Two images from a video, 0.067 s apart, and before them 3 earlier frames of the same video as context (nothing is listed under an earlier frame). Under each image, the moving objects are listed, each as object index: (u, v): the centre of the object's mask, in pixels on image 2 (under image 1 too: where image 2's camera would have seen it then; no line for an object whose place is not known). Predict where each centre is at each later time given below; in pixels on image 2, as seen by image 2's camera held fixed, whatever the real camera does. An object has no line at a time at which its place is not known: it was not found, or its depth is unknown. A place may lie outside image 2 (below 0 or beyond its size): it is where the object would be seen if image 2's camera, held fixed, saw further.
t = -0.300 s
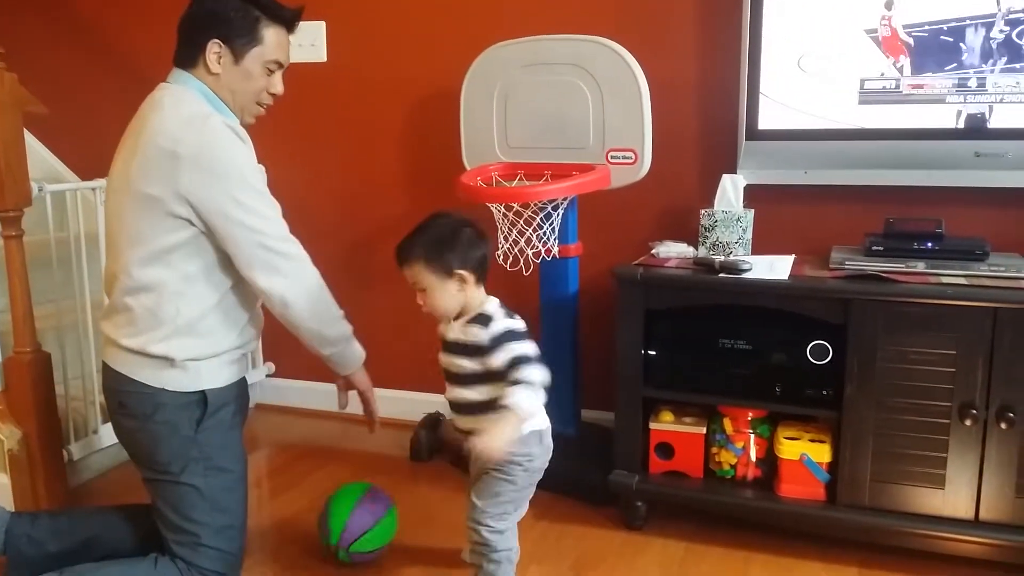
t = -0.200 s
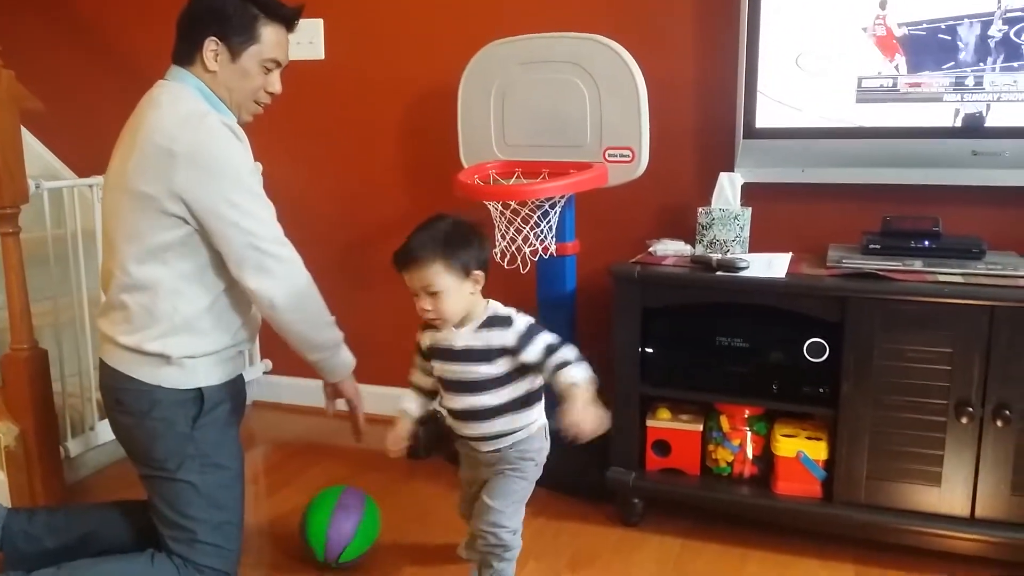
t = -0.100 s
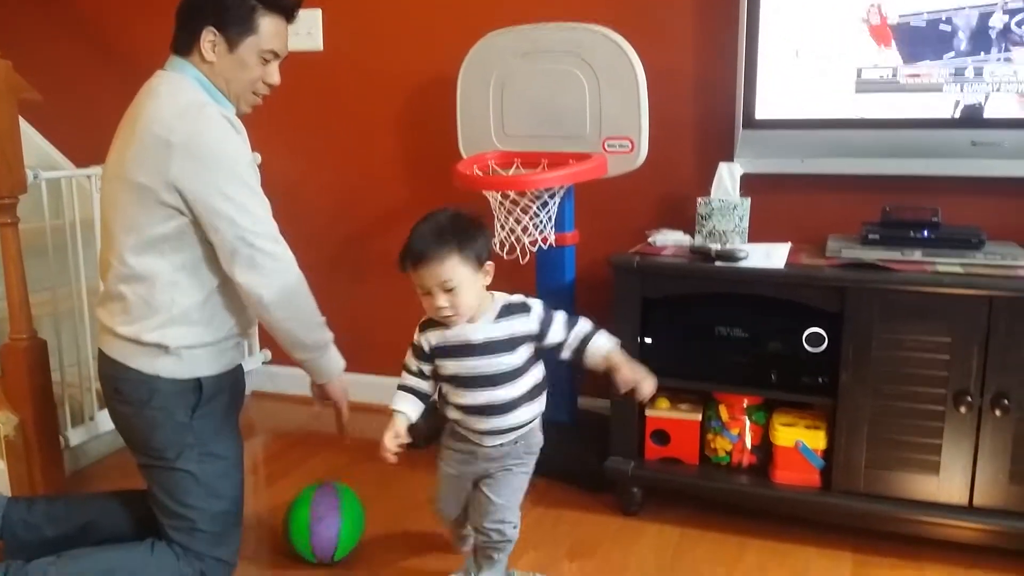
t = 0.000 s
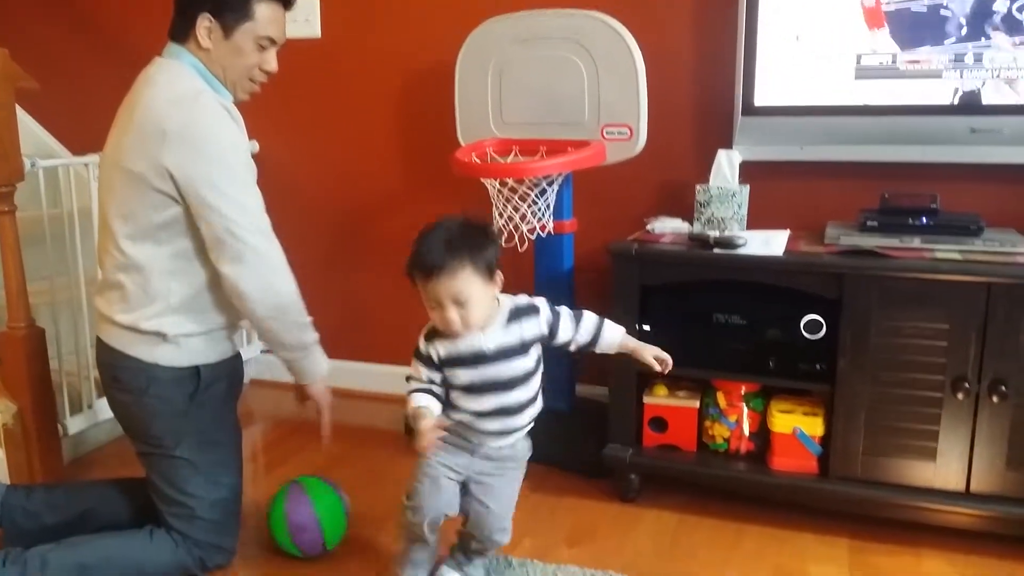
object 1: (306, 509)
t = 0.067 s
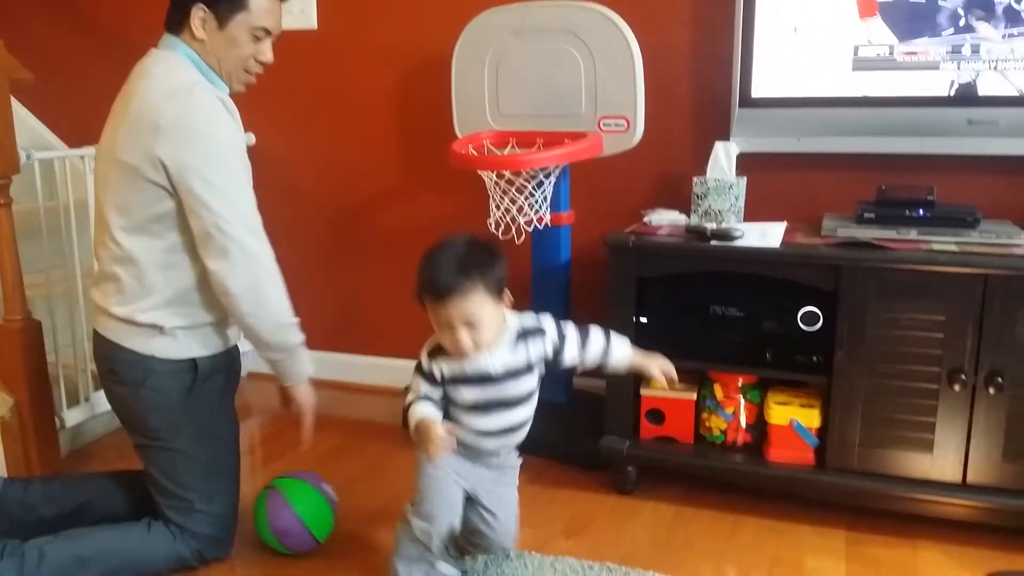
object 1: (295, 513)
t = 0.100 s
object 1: (290, 515)
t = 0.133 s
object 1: (285, 516)
